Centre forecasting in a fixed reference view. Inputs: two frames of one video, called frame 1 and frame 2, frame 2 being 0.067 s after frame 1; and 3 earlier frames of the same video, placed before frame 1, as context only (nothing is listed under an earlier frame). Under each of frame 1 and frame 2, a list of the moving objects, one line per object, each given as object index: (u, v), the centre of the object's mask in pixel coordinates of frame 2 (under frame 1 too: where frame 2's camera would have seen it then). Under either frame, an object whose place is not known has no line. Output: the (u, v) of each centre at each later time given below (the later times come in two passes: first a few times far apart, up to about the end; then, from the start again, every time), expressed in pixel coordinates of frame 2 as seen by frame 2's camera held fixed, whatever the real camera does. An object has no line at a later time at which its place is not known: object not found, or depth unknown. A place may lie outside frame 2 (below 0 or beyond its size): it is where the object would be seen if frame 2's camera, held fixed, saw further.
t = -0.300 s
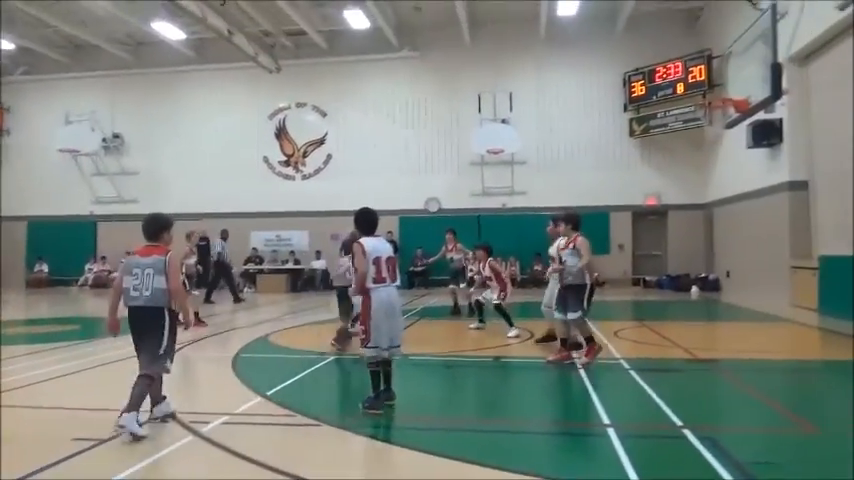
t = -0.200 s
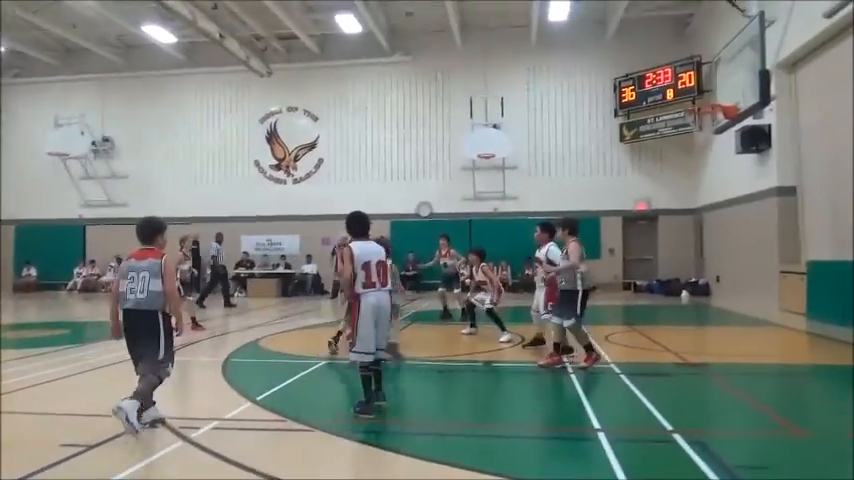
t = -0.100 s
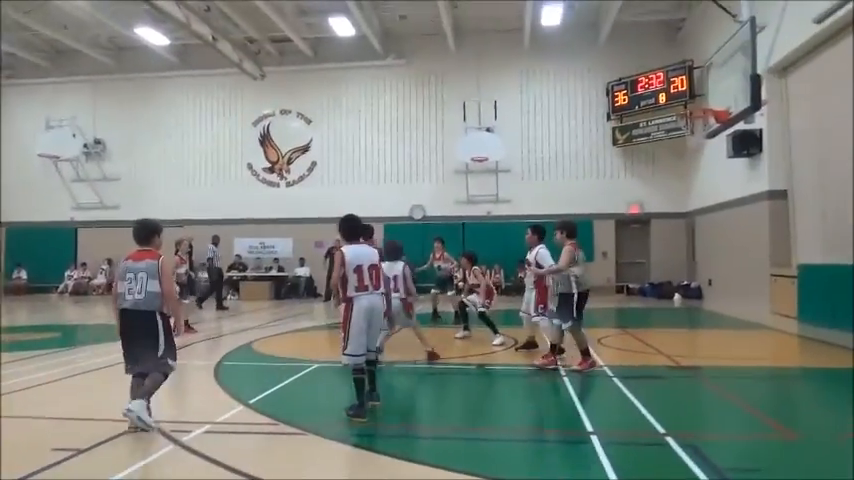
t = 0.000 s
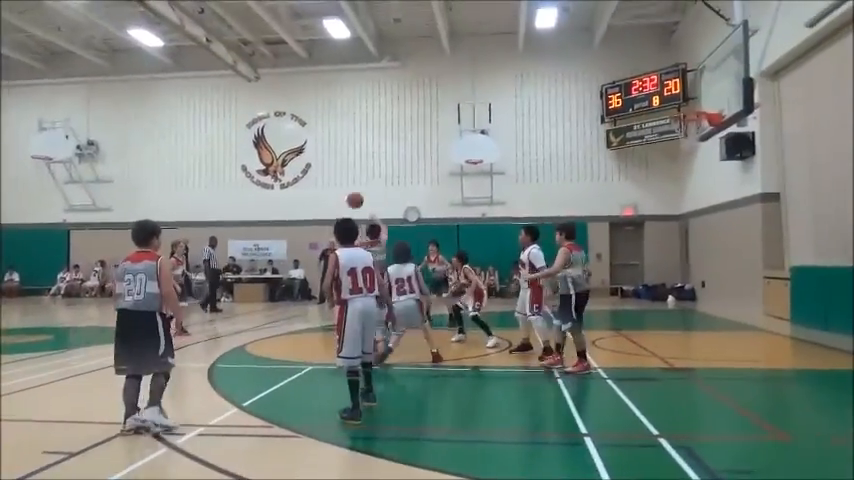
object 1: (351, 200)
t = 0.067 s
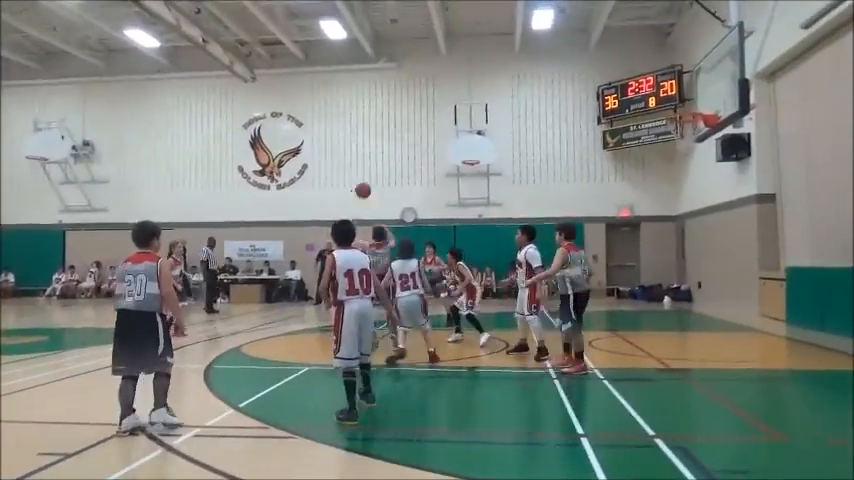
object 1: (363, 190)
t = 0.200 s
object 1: (383, 180)
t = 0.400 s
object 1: (408, 187)
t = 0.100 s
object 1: (368, 186)
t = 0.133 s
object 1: (373, 183)
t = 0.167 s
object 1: (378, 181)
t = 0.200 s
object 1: (383, 180)
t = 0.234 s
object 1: (387, 179)
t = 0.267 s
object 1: (392, 180)
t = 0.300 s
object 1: (396, 180)
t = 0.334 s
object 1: (400, 182)
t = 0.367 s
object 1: (404, 184)
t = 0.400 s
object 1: (408, 187)
